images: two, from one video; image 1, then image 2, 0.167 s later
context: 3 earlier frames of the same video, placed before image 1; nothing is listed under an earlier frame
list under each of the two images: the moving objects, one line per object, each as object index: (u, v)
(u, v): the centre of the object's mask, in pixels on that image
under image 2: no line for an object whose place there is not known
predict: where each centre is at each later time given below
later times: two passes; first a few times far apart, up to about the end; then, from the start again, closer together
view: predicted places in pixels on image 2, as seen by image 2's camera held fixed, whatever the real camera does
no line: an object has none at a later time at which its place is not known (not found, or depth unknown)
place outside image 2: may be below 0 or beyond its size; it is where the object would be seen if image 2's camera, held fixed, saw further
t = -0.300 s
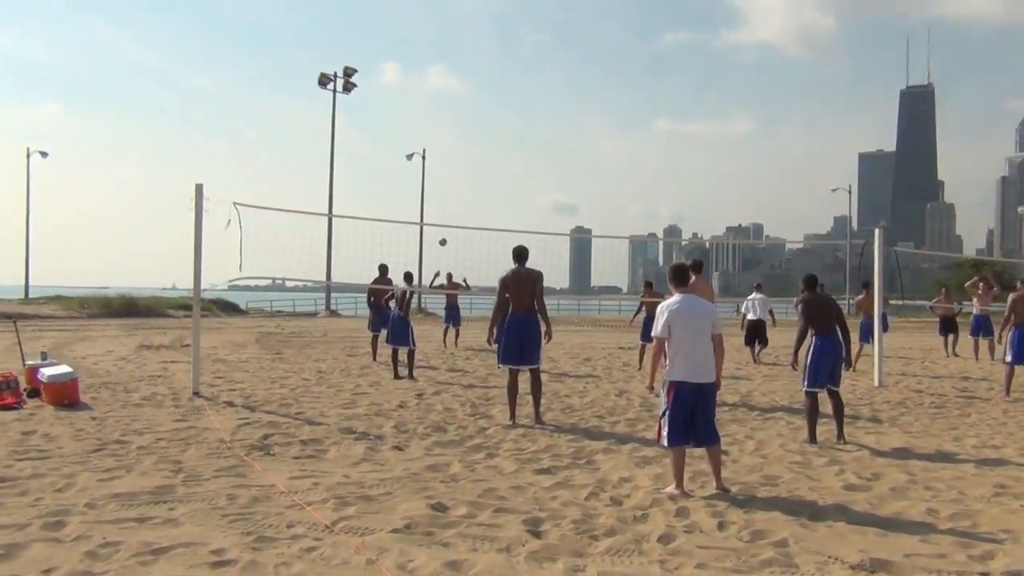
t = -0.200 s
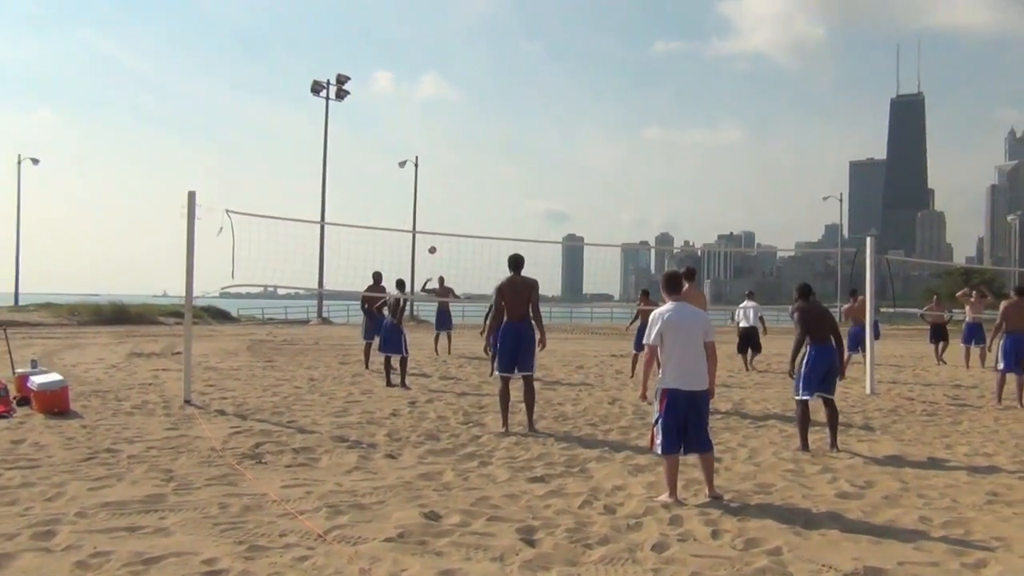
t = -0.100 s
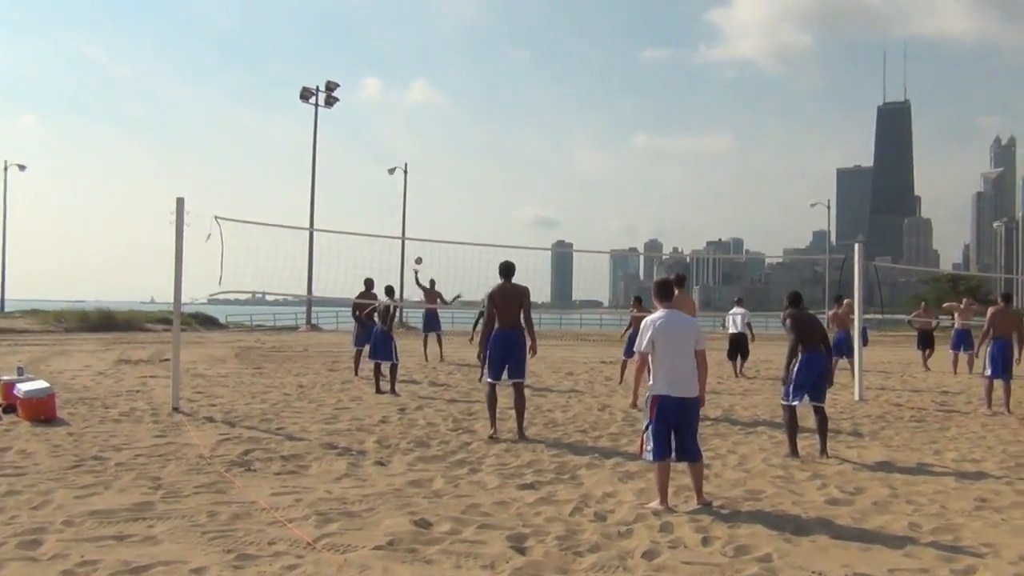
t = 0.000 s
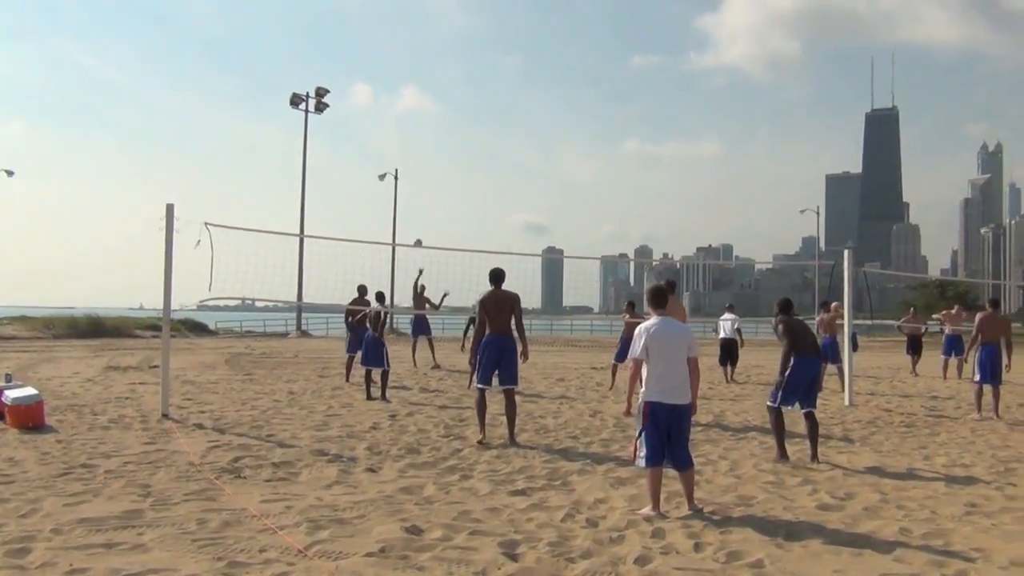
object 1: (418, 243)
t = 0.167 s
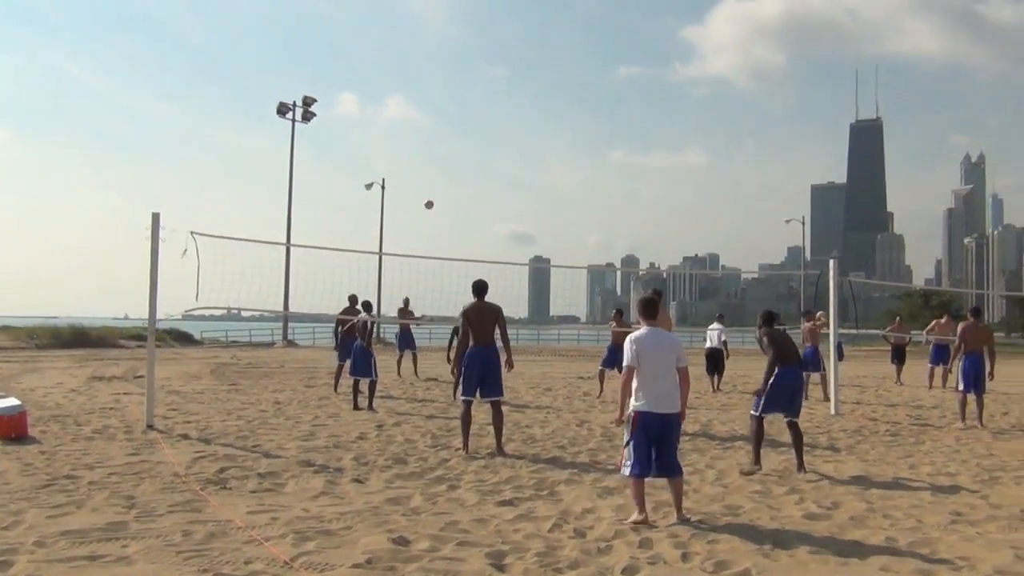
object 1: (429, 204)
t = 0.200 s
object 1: (434, 196)
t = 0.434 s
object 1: (474, 142)
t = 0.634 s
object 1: (515, 107)
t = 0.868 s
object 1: (569, 87)
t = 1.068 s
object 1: (625, 97)
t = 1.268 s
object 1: (696, 145)
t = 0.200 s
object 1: (434, 196)
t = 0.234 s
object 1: (439, 187)
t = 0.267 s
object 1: (445, 179)
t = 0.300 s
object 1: (451, 171)
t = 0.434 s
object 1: (474, 142)
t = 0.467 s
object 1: (480, 135)
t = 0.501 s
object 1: (487, 129)
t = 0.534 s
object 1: (494, 123)
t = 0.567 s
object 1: (500, 117)
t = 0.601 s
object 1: (508, 112)
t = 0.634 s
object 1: (515, 107)
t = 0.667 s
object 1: (522, 103)
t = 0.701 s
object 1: (529, 98)
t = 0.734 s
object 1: (537, 95)
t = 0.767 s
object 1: (545, 92)
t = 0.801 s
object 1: (552, 90)
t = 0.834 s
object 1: (560, 88)
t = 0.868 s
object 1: (569, 87)
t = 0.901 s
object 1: (577, 87)
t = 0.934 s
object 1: (586, 87)
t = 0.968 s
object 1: (595, 88)
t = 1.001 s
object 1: (605, 91)
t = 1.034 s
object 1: (615, 94)
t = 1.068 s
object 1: (625, 97)
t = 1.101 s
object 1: (635, 102)
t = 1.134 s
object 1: (646, 108)
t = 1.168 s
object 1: (658, 116)
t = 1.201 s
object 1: (670, 124)
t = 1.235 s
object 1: (683, 134)
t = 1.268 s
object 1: (696, 145)
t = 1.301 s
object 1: (710, 158)
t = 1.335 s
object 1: (725, 172)
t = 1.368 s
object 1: (741, 188)
